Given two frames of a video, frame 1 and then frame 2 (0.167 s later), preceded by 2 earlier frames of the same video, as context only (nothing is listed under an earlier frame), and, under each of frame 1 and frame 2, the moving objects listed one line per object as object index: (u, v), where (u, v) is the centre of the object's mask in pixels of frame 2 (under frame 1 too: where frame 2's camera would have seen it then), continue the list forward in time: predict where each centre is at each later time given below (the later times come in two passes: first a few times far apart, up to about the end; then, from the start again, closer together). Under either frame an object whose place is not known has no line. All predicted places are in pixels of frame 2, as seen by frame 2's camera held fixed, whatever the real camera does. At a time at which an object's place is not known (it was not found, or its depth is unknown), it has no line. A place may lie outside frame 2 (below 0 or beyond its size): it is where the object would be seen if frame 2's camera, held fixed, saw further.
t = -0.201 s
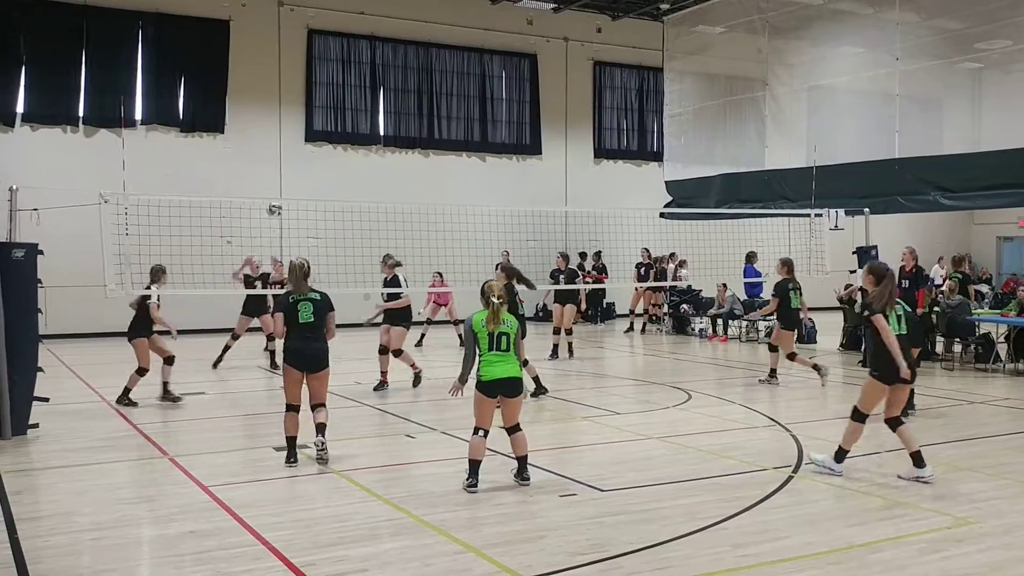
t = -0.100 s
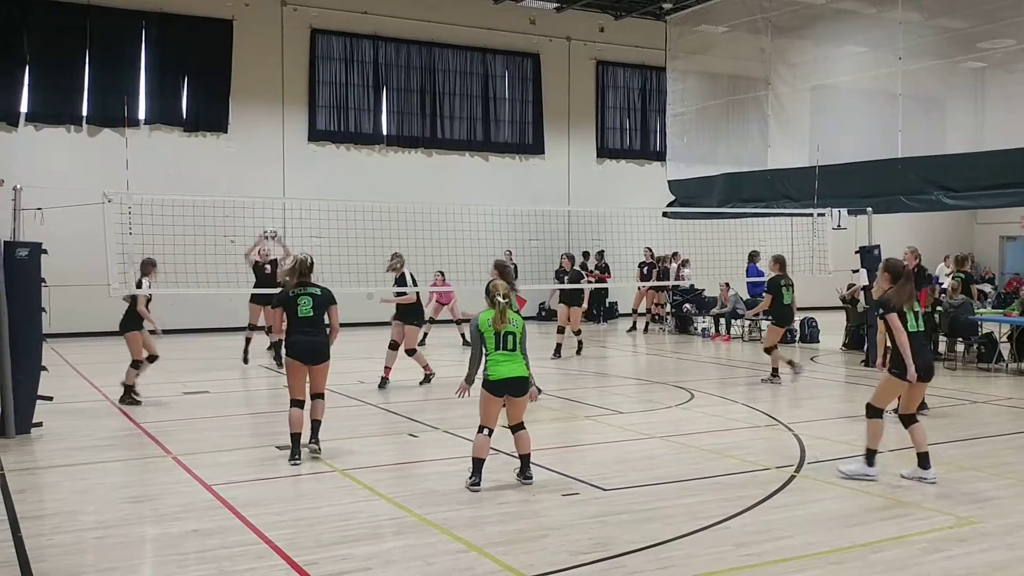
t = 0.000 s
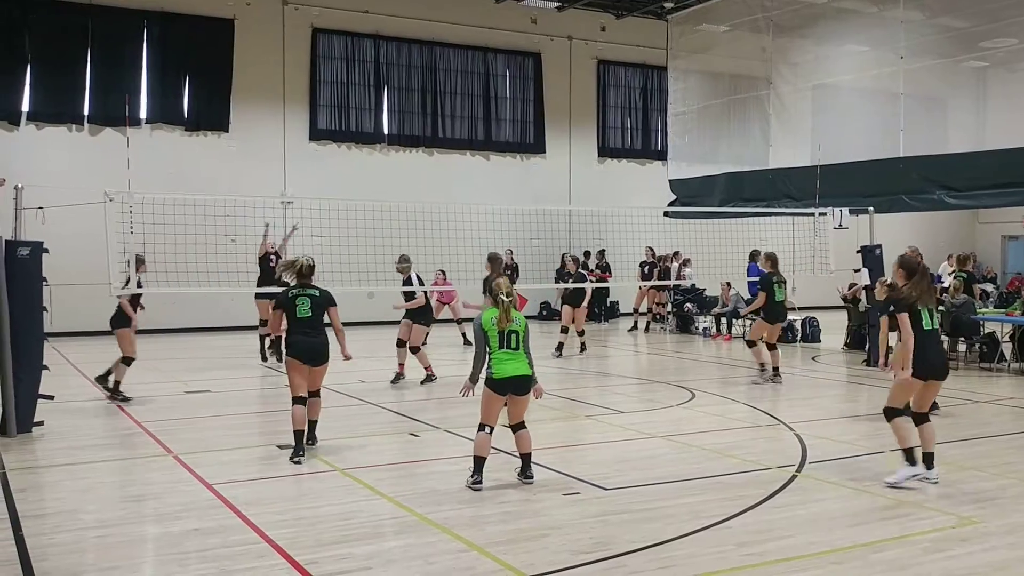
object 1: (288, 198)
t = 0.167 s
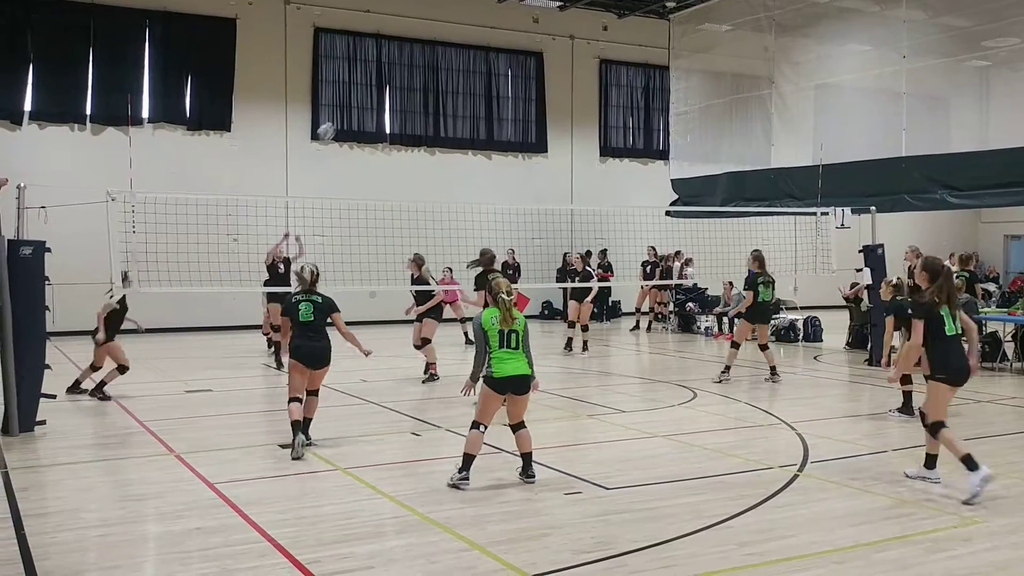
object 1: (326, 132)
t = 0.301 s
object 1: (358, 91)
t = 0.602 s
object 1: (437, 44)
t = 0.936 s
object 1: (539, 85)
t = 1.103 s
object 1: (596, 154)
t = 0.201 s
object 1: (334, 121)
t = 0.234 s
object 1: (342, 110)
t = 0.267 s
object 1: (350, 100)
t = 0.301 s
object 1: (358, 91)
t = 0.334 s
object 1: (367, 82)
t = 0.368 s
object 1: (375, 75)
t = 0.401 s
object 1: (384, 67)
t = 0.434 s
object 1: (393, 61)
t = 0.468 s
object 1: (401, 56)
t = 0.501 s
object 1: (410, 51)
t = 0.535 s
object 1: (419, 48)
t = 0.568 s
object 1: (428, 45)
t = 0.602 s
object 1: (437, 44)
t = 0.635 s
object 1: (446, 43)
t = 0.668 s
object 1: (456, 43)
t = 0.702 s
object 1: (465, 44)
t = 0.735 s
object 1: (475, 47)
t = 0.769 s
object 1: (485, 50)
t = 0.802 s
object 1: (496, 55)
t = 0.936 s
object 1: (539, 85)
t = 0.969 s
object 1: (549, 94)
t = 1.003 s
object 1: (561, 107)
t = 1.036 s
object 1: (572, 121)
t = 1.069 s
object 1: (583, 136)
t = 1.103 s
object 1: (596, 154)
